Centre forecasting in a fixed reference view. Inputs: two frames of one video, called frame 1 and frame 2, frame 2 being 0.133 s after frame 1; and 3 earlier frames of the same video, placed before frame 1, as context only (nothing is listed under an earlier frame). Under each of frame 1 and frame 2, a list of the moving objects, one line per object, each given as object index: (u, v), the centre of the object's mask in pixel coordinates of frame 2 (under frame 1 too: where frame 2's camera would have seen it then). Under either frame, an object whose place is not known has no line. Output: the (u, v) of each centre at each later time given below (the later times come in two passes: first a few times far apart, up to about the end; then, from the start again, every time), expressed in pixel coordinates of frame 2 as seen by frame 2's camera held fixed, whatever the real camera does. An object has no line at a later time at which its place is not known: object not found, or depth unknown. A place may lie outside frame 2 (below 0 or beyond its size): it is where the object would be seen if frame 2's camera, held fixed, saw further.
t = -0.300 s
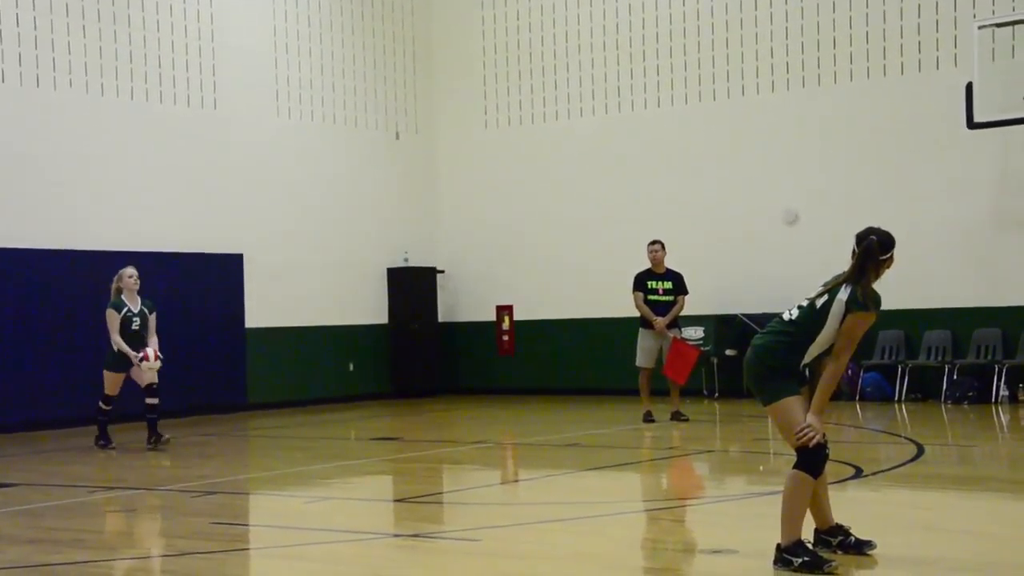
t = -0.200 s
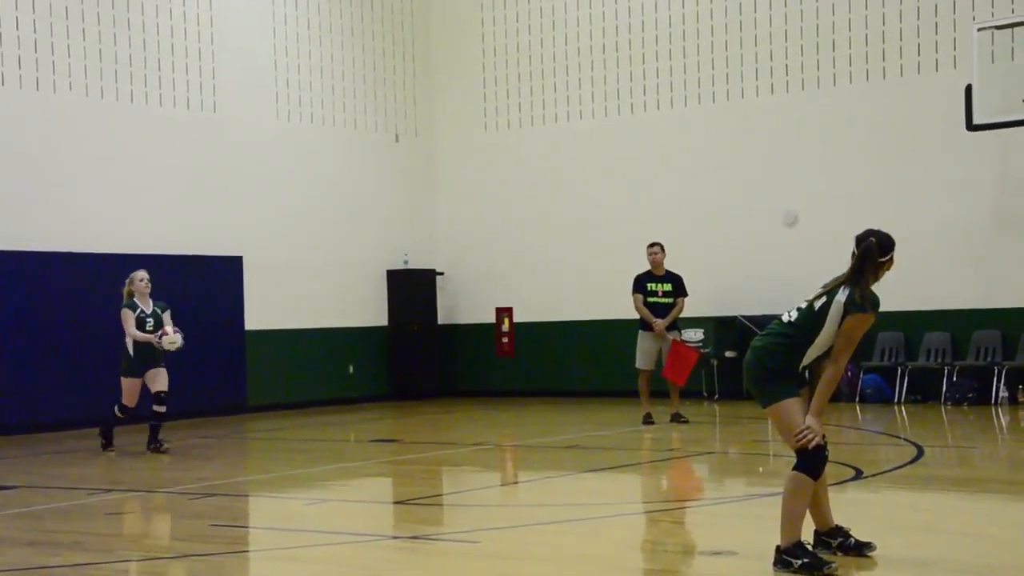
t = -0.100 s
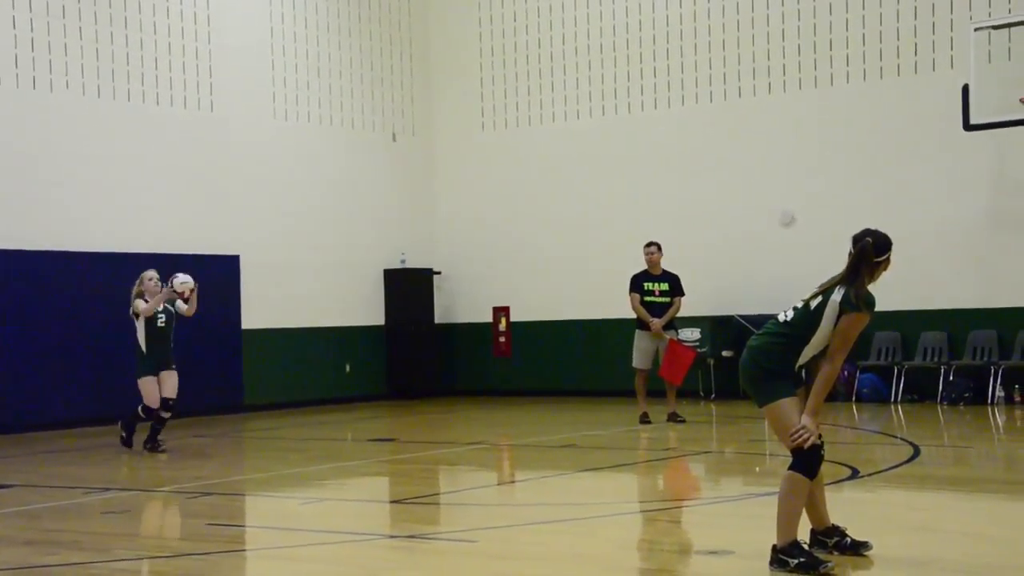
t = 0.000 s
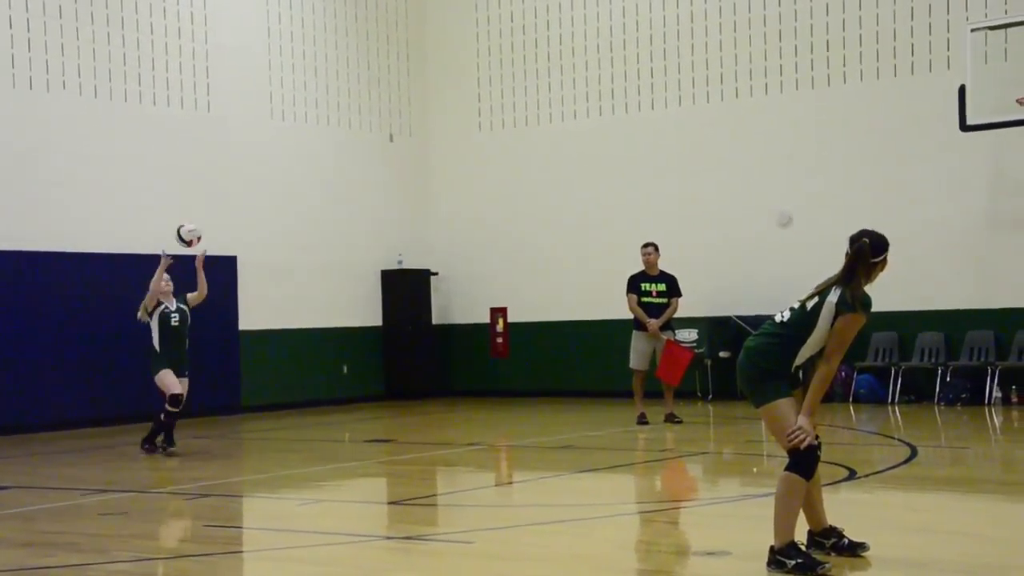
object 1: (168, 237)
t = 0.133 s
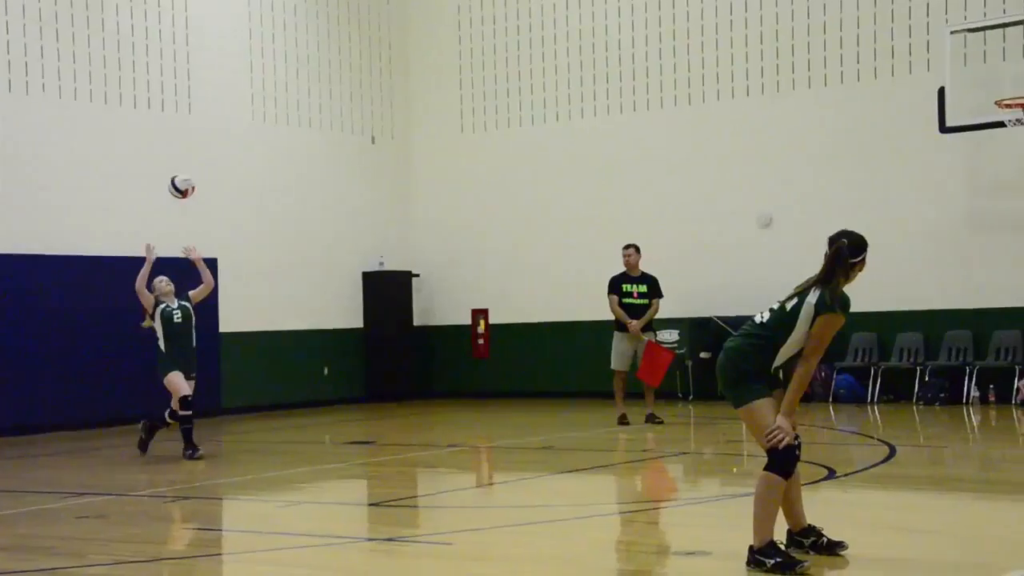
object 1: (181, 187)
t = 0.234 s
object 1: (192, 160)
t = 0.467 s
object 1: (218, 148)
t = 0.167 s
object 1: (185, 176)
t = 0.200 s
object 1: (188, 167)
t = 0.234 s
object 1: (192, 160)
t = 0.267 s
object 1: (195, 155)
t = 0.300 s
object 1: (199, 151)
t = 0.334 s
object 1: (203, 147)
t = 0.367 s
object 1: (207, 145)
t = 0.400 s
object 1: (210, 145)
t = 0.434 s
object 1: (214, 146)
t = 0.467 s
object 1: (218, 148)
